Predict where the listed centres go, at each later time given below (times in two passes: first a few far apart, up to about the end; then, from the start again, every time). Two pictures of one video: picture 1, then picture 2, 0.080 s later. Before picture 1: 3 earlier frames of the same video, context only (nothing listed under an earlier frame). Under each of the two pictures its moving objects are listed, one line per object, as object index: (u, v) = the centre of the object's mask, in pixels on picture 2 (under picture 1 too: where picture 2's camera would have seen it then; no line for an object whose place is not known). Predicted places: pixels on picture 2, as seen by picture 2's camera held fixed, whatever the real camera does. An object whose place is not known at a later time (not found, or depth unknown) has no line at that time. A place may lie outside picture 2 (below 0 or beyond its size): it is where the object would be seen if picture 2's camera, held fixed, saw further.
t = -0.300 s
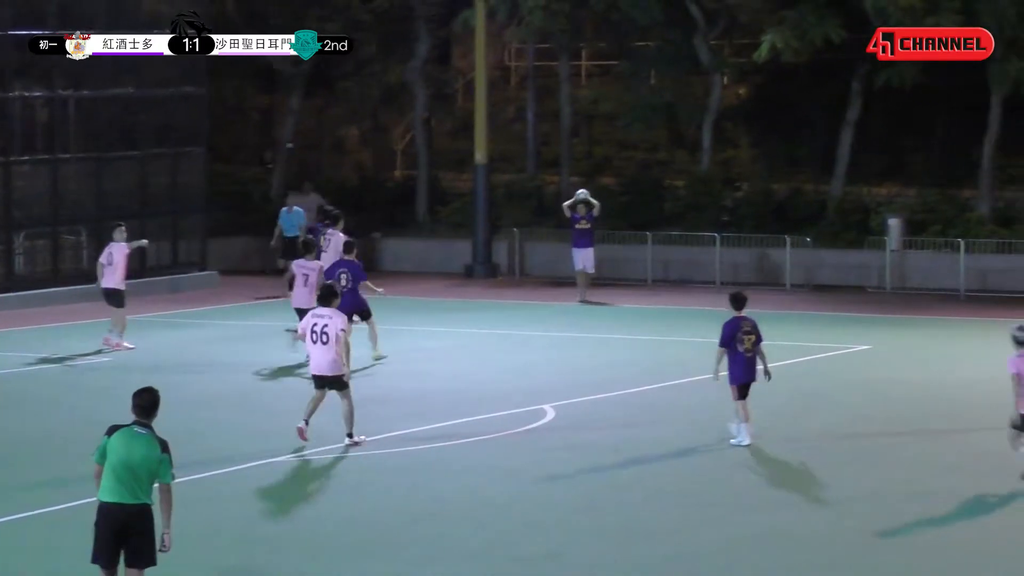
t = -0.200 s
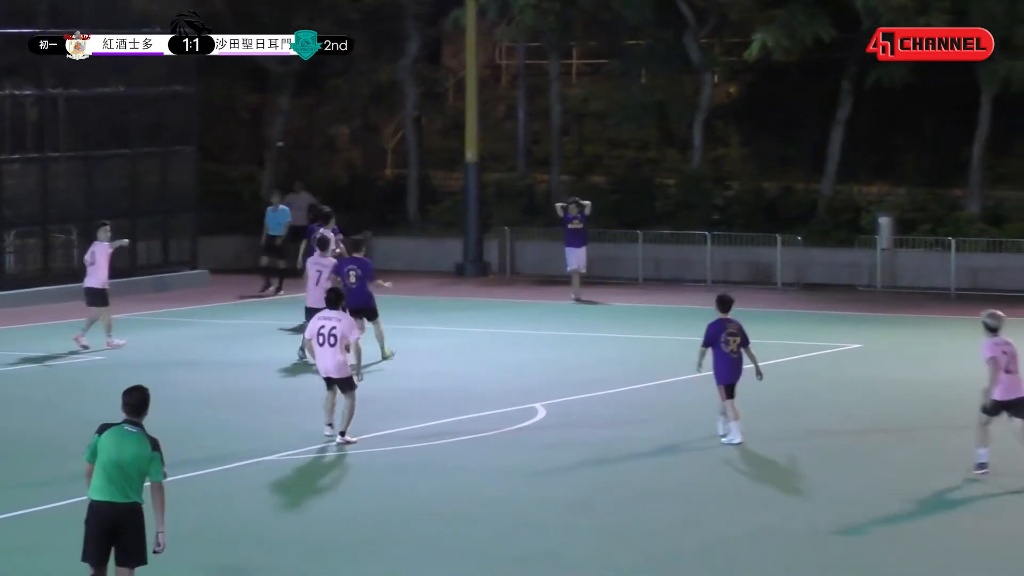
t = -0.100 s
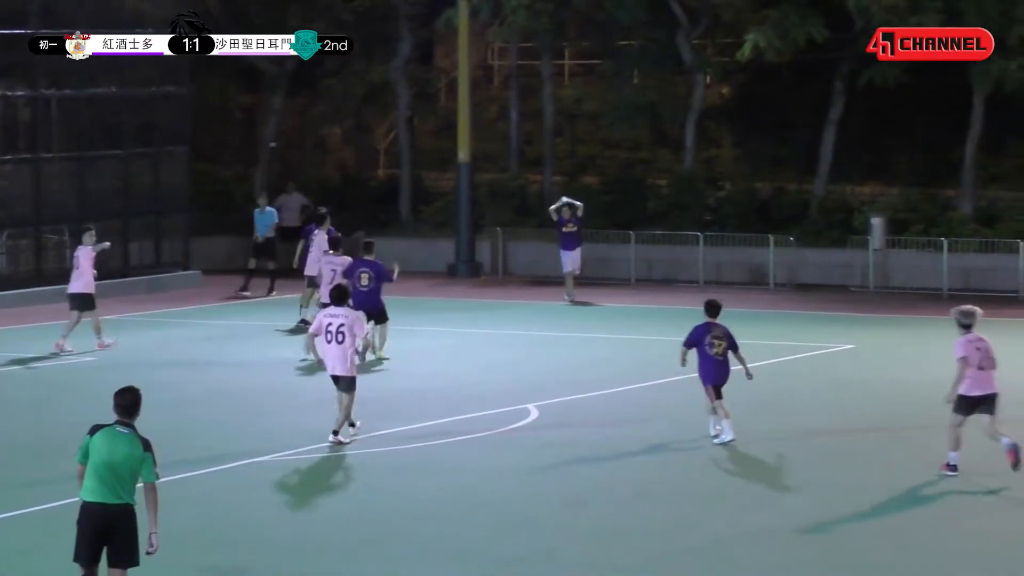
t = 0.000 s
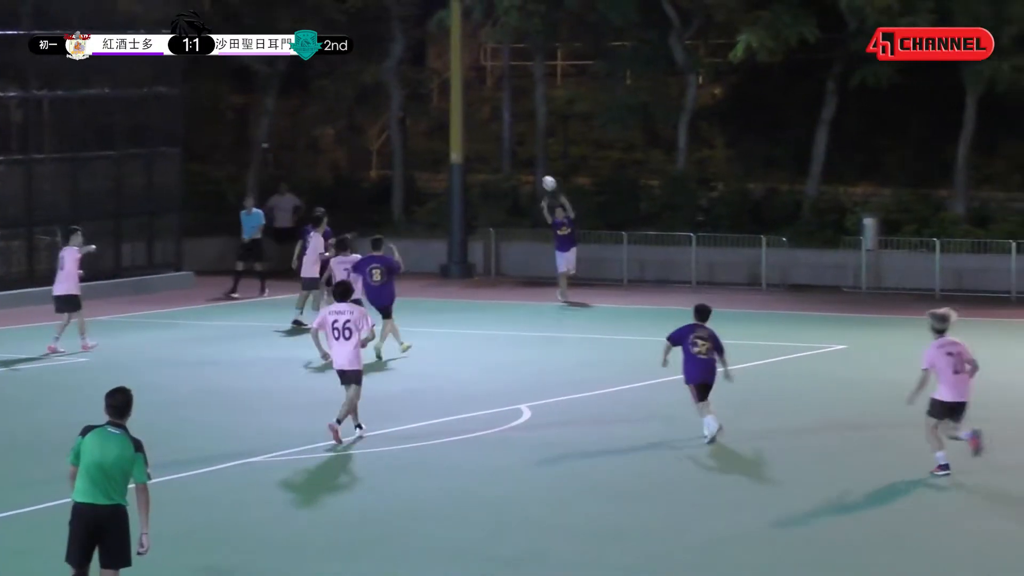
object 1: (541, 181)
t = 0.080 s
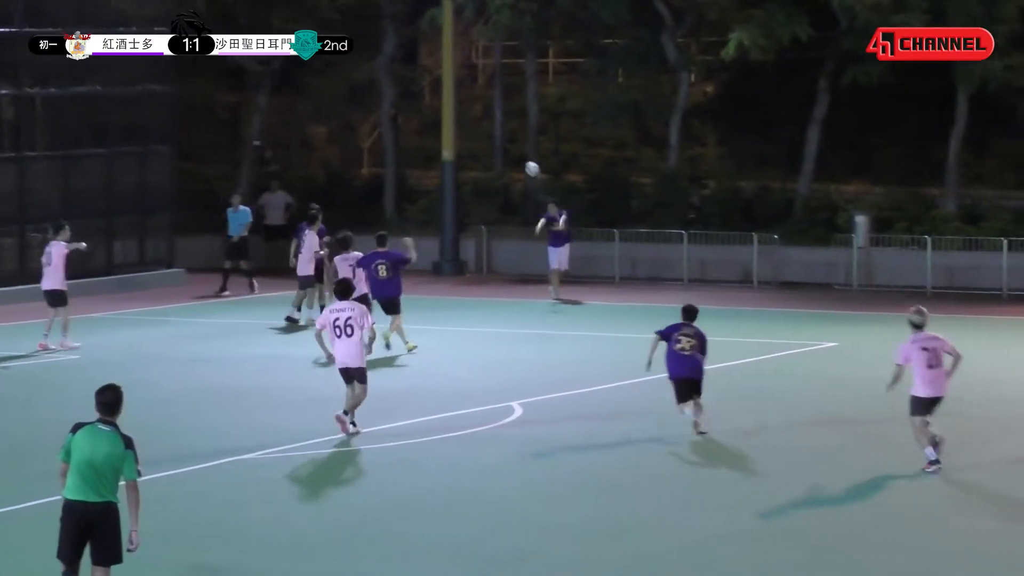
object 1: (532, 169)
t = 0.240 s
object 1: (515, 157)
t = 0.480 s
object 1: (489, 168)
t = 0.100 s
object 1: (530, 167)
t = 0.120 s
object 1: (528, 165)
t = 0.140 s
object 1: (526, 163)
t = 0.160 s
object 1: (524, 162)
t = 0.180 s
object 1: (522, 160)
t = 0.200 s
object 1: (519, 159)
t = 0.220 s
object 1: (517, 158)
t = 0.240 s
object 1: (515, 157)
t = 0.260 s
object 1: (513, 156)
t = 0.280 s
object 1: (511, 156)
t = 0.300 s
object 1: (509, 157)
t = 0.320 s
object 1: (507, 157)
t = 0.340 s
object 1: (505, 157)
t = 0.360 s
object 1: (503, 158)
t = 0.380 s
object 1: (500, 160)
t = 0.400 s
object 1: (498, 161)
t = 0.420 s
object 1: (496, 162)
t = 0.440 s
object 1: (494, 164)
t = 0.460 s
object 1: (492, 166)
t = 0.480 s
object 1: (489, 168)
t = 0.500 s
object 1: (487, 171)
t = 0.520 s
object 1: (485, 173)
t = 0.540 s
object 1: (483, 176)
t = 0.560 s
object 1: (481, 180)
